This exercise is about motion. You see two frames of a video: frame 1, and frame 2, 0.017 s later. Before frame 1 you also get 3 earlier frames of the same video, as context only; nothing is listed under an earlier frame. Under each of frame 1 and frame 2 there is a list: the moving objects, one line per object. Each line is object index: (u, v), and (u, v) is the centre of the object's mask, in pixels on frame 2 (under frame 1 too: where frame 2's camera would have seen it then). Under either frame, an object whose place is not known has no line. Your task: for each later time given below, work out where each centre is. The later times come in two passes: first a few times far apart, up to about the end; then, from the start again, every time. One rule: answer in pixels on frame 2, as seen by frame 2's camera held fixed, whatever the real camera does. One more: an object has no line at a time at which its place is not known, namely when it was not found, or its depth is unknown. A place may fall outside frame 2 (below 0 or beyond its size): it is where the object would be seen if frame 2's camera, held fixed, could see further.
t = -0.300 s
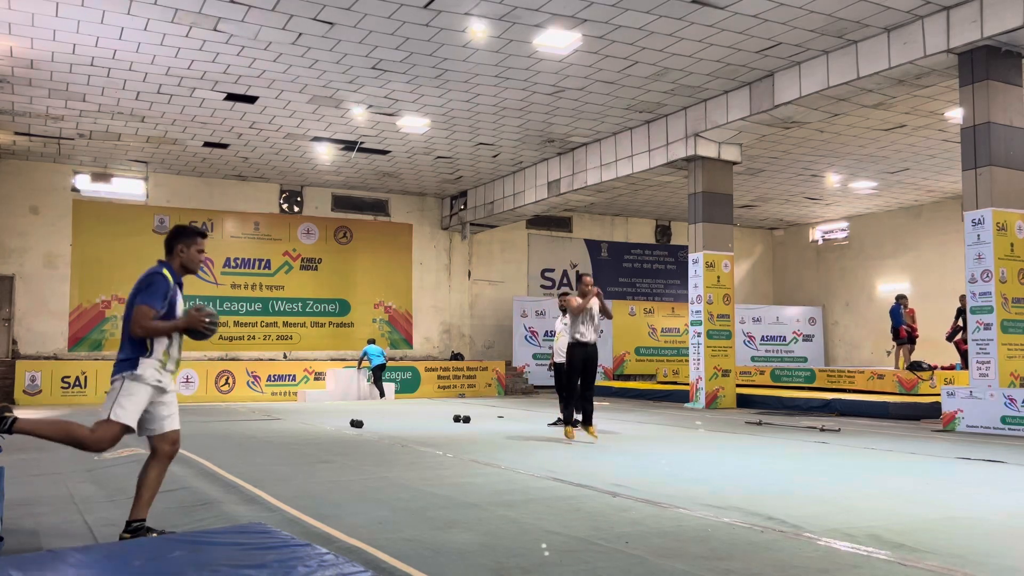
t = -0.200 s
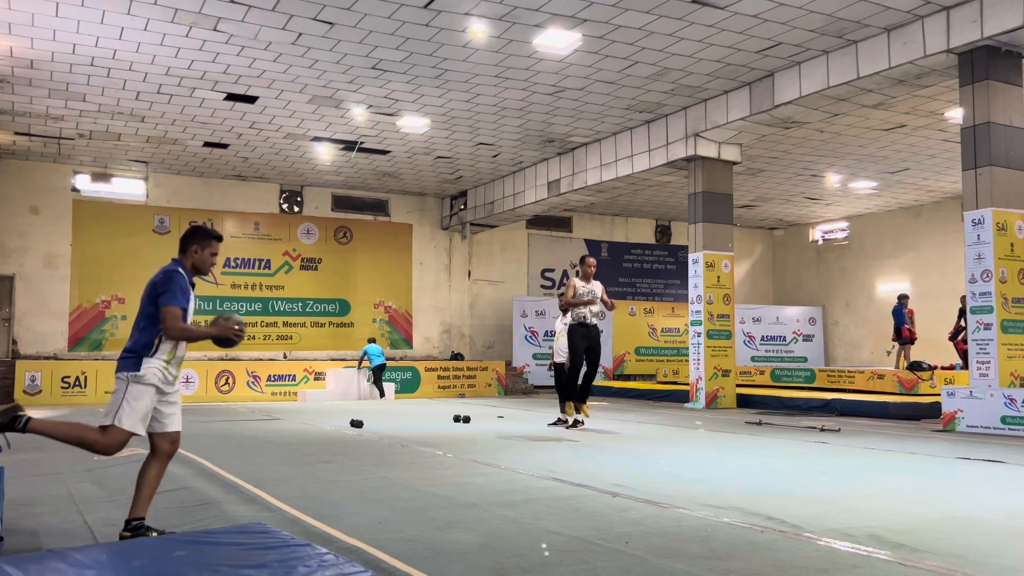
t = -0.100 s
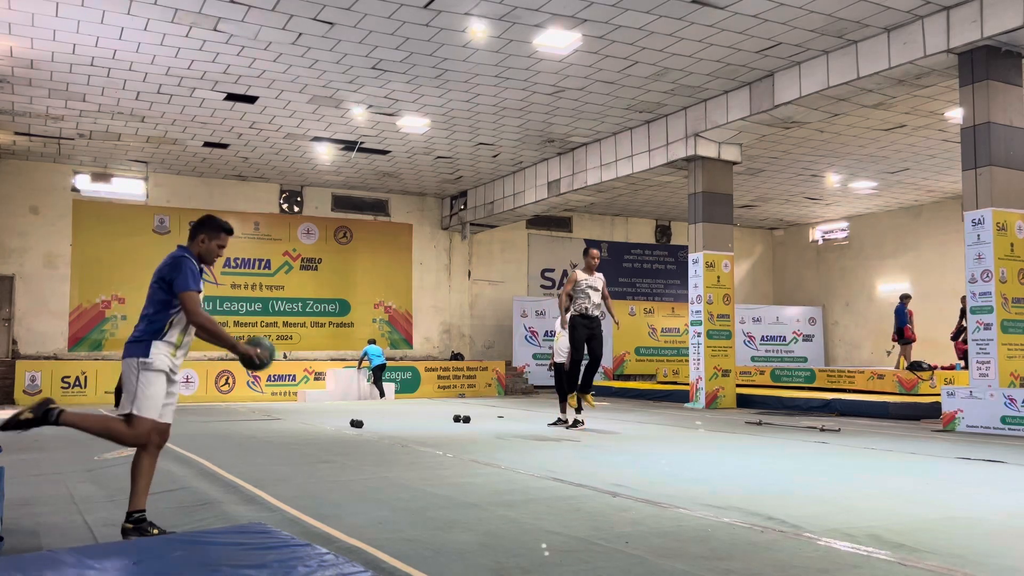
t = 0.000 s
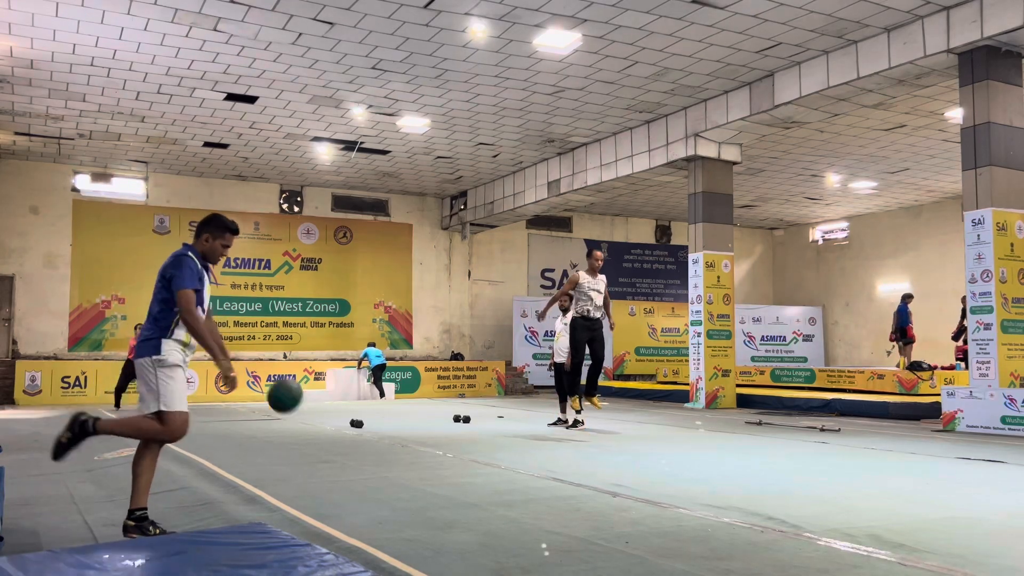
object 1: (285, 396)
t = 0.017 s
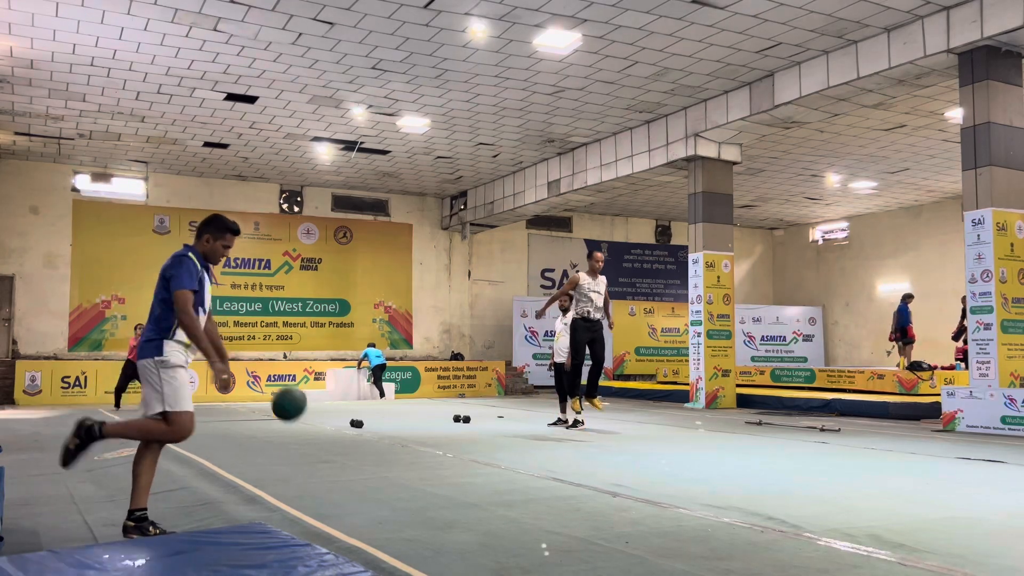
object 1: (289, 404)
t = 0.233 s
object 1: (342, 472)
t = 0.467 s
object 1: (386, 429)
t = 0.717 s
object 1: (429, 487)
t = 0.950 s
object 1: (468, 465)
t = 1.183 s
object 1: (504, 474)
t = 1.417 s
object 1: (536, 479)
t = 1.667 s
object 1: (570, 481)
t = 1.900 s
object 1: (600, 480)
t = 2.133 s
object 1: (627, 479)
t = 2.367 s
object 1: (651, 478)
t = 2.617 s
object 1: (675, 477)
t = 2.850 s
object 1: (694, 477)
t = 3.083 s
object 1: (711, 476)
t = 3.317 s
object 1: (725, 475)
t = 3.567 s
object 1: (739, 474)
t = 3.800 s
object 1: (750, 473)
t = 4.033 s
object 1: (758, 473)
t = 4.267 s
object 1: (766, 472)
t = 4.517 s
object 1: (772, 472)
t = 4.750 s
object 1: (773, 472)
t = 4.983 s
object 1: (771, 472)
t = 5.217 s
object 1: (768, 472)
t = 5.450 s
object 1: (765, 472)
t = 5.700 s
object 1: (764, 473)
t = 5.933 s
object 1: (765, 473)
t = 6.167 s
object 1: (765, 473)
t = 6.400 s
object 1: (766, 473)
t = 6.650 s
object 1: (765, 473)
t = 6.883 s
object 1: (766, 473)
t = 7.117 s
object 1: (766, 473)
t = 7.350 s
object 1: (766, 473)
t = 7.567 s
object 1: (766, 473)
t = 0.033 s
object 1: (293, 413)
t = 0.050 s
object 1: (298, 423)
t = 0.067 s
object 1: (302, 432)
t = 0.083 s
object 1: (307, 442)
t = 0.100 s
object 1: (311, 454)
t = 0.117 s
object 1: (315, 465)
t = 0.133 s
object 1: (320, 477)
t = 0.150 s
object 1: (324, 490)
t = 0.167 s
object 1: (328, 499)
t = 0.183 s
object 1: (331, 494)
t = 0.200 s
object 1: (335, 486)
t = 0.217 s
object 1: (338, 479)
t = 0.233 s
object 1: (342, 472)
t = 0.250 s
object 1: (345, 466)
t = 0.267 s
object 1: (348, 460)
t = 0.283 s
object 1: (352, 455)
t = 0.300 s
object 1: (355, 450)
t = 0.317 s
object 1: (358, 446)
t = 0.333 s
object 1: (361, 442)
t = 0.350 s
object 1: (364, 439)
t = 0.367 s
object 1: (367, 436)
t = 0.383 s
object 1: (370, 434)
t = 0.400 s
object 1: (373, 432)
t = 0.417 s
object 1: (377, 430)
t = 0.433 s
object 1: (380, 429)
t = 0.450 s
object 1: (383, 429)
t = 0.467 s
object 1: (386, 429)
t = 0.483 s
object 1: (389, 430)
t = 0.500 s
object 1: (392, 431)
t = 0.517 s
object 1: (395, 432)
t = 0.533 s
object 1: (397, 434)
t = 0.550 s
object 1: (401, 436)
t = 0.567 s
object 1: (404, 439)
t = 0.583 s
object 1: (406, 442)
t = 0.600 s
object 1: (409, 446)
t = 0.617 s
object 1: (412, 451)
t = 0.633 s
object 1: (415, 455)
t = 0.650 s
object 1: (418, 461)
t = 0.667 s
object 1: (421, 467)
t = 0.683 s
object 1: (424, 473)
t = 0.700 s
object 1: (426, 479)
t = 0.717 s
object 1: (429, 487)
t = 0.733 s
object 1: (432, 490)
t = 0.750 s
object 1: (435, 486)
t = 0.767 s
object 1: (438, 482)
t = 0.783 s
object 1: (441, 478)
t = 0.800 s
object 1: (443, 474)
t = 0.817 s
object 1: (446, 471)
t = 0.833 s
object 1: (449, 469)
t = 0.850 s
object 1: (452, 467)
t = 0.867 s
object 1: (455, 466)
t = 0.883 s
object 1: (457, 465)
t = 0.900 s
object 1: (460, 464)
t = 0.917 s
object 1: (463, 464)
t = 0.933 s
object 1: (465, 465)
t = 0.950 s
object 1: (468, 465)
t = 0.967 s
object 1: (471, 467)
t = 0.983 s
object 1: (473, 468)
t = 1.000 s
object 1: (476, 470)
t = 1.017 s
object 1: (478, 473)
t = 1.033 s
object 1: (481, 477)
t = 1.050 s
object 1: (483, 480)
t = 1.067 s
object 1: (486, 484)
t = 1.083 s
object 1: (489, 487)
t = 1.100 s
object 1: (491, 486)
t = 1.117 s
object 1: (494, 483)
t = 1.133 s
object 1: (496, 480)
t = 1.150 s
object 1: (499, 478)
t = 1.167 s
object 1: (501, 476)
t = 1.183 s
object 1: (504, 474)
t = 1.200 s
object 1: (506, 473)
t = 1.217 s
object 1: (508, 473)
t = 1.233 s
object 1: (511, 473)
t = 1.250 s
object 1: (513, 473)
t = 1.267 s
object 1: (515, 474)
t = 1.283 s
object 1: (518, 475)
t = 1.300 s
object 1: (520, 477)
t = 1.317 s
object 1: (522, 479)
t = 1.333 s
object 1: (525, 482)
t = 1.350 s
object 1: (527, 485)
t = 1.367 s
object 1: (529, 485)
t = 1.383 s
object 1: (532, 483)
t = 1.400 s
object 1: (534, 481)
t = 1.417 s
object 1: (536, 479)
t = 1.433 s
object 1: (539, 478)
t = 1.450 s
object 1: (541, 478)
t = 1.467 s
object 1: (543, 478)
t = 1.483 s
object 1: (545, 478)
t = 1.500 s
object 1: (547, 479)
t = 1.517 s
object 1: (550, 480)
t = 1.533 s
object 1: (552, 482)
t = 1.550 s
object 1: (554, 483)
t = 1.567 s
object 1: (556, 482)
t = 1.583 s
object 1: (559, 481)
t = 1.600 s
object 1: (561, 480)
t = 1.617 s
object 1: (563, 479)
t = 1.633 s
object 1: (565, 479)
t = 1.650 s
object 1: (568, 480)
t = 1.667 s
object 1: (570, 481)
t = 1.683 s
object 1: (572, 482)
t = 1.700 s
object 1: (574, 482)
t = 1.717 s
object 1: (576, 482)
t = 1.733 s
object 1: (579, 481)
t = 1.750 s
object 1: (581, 480)
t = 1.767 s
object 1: (583, 480)
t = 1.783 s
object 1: (585, 481)
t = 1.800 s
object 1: (587, 481)
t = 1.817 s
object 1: (589, 481)
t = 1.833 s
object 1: (592, 480)
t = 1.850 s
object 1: (594, 480)
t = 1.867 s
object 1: (596, 480)
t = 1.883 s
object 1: (598, 480)
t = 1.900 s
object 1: (600, 480)
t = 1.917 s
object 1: (602, 480)
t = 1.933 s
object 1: (604, 480)
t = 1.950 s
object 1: (606, 479)
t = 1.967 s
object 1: (608, 479)
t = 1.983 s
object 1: (610, 480)
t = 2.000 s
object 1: (612, 480)
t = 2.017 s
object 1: (614, 480)
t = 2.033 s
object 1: (616, 480)
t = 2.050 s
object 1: (618, 480)
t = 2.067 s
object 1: (619, 480)
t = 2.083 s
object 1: (621, 480)
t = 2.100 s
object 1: (623, 480)
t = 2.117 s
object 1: (625, 480)
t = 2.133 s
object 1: (627, 479)
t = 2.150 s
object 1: (629, 479)
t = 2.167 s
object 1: (631, 479)
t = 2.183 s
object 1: (633, 479)
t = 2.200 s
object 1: (634, 479)
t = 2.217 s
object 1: (636, 479)
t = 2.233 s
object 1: (638, 478)
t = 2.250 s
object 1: (640, 478)
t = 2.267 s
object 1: (641, 478)
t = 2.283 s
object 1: (643, 478)
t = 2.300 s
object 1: (645, 478)
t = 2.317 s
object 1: (646, 478)
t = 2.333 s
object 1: (648, 478)
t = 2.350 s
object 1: (650, 478)
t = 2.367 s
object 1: (651, 478)
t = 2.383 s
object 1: (653, 478)
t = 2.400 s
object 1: (655, 478)
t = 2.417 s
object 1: (656, 478)
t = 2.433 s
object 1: (658, 478)
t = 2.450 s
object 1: (659, 478)
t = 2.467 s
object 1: (661, 478)
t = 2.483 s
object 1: (662, 478)
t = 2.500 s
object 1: (664, 478)
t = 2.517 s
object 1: (666, 478)
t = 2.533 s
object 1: (667, 478)
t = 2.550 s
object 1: (669, 477)
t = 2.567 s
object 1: (670, 477)
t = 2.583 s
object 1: (672, 477)
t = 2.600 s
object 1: (673, 477)
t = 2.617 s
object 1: (675, 477)
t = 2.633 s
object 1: (676, 477)
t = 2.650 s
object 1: (678, 477)
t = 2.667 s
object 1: (679, 477)
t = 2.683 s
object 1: (680, 477)
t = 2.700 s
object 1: (682, 477)
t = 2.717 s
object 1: (683, 477)
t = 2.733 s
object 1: (684, 477)
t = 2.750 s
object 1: (686, 477)
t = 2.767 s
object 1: (687, 477)
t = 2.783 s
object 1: (689, 477)
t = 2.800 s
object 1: (690, 477)
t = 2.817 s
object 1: (691, 477)
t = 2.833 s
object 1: (693, 477)
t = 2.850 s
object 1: (694, 477)
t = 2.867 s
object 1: (695, 477)
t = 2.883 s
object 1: (697, 477)
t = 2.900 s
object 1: (698, 477)
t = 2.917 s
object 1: (699, 477)
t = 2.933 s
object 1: (701, 477)
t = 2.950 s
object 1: (702, 477)
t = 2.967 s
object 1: (703, 476)
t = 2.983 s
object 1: (704, 476)
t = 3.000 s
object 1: (706, 476)
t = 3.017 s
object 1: (707, 476)
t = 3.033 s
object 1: (708, 476)
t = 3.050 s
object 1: (709, 476)
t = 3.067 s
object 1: (710, 476)
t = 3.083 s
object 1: (711, 476)
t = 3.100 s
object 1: (712, 476)
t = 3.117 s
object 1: (714, 475)
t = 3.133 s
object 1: (715, 475)
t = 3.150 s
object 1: (716, 475)
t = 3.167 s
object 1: (717, 475)
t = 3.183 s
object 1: (718, 475)
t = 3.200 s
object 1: (719, 475)
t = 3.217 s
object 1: (720, 475)
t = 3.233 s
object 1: (721, 475)
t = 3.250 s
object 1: (722, 475)
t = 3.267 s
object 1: (723, 475)
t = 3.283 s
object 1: (723, 475)
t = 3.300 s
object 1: (724, 475)
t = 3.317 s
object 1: (725, 475)
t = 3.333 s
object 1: (726, 475)
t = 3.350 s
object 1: (727, 475)
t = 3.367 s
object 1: (728, 475)
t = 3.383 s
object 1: (729, 475)
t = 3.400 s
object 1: (730, 475)
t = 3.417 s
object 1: (731, 475)
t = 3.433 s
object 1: (732, 475)
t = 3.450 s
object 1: (733, 475)
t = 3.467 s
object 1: (734, 475)
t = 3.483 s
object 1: (735, 475)
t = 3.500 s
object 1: (736, 475)
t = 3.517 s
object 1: (737, 475)
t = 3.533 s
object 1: (737, 474)
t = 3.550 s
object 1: (738, 474)
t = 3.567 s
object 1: (739, 474)
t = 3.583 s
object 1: (740, 474)
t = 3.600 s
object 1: (741, 474)
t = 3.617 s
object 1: (742, 474)
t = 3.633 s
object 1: (742, 474)
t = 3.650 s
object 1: (743, 474)
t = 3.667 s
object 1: (744, 474)
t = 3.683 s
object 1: (745, 474)
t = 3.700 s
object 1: (745, 473)
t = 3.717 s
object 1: (746, 474)
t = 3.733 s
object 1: (747, 473)
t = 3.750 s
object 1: (748, 474)
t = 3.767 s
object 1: (748, 473)
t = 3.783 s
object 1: (749, 473)
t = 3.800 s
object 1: (750, 473)
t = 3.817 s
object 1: (750, 473)
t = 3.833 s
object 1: (751, 473)
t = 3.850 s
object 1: (751, 473)
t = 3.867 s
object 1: (752, 473)
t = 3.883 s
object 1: (753, 473)
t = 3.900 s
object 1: (753, 473)
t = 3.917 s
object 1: (754, 473)
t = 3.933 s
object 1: (754, 473)
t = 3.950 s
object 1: (755, 473)
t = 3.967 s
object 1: (755, 473)
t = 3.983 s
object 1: (756, 473)
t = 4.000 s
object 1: (757, 473)
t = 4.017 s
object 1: (757, 473)
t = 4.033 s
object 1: (758, 473)
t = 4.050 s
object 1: (758, 473)
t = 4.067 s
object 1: (759, 472)
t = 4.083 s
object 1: (759, 472)
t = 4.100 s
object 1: (760, 472)
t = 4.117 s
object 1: (760, 472)
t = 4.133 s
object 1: (761, 472)
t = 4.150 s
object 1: (761, 473)
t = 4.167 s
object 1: (762, 472)
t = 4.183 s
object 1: (763, 473)
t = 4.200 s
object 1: (763, 472)
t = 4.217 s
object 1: (764, 473)
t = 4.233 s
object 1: (764, 473)
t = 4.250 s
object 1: (765, 473)
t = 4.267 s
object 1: (766, 472)
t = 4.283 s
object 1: (766, 472)
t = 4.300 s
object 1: (767, 472)
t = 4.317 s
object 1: (767, 472)
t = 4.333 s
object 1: (768, 472)
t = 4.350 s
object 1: (768, 472)
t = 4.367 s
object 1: (768, 472)
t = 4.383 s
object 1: (769, 472)
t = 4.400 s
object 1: (769, 472)
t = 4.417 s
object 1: (770, 472)
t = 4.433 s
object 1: (770, 472)
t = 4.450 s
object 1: (770, 472)
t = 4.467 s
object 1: (771, 472)
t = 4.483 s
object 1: (771, 472)
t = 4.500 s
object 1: (771, 472)
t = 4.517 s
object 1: (772, 472)
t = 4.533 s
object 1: (772, 472)
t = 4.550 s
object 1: (772, 472)
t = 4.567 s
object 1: (772, 472)
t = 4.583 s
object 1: (772, 472)
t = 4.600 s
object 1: (772, 472)
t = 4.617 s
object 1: (772, 472)
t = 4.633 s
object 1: (773, 472)
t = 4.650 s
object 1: (773, 472)
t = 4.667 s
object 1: (773, 472)
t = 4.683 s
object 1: (773, 472)
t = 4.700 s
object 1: (773, 472)
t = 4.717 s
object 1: (773, 472)
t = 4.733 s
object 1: (773, 472)
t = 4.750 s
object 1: (773, 472)
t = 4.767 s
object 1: (773, 472)
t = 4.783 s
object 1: (773, 472)
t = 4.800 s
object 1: (773, 472)
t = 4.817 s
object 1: (773, 472)
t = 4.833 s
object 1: (773, 472)
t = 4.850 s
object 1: (772, 472)
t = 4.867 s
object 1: (772, 472)
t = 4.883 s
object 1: (772, 472)
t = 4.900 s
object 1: (772, 472)
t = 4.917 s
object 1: (772, 472)
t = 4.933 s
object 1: (772, 472)
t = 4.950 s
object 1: (772, 472)
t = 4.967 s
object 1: (771, 472)
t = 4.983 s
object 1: (771, 472)
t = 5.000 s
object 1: (771, 472)
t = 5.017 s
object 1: (771, 472)
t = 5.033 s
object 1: (771, 472)
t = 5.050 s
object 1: (770, 472)
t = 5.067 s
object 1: (770, 472)
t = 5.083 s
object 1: (770, 472)
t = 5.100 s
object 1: (770, 472)
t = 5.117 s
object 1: (770, 472)
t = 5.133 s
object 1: (769, 472)
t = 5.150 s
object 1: (769, 472)
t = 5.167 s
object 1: (769, 472)
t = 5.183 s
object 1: (769, 472)
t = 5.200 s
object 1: (768, 472)
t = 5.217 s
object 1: (768, 472)
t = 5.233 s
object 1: (768, 472)
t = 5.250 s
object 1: (768, 472)
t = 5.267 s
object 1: (768, 472)
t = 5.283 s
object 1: (767, 472)
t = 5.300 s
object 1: (767, 472)
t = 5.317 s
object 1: (767, 472)
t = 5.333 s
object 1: (767, 472)
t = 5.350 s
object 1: (766, 472)
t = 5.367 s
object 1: (766, 472)
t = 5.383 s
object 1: (766, 472)
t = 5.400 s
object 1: (766, 472)
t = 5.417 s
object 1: (766, 472)
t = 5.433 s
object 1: (765, 472)
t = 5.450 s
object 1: (765, 472)
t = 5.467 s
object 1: (765, 472)
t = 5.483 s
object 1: (765, 472)
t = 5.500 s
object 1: (765, 472)
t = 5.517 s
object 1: (765, 472)
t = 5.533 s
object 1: (765, 473)
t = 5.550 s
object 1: (764, 473)
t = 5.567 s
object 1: (764, 473)
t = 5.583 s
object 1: (764, 473)
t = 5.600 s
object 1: (764, 473)
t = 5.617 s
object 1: (764, 473)
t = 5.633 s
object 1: (764, 473)
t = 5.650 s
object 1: (764, 473)
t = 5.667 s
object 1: (764, 473)
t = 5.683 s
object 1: (764, 473)
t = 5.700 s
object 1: (764, 473)
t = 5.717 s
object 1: (764, 473)
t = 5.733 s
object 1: (764, 473)
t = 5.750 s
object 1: (764, 473)
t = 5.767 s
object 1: (764, 473)
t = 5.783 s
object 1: (764, 473)
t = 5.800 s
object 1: (764, 473)
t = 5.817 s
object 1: (764, 473)
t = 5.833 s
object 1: (764, 473)
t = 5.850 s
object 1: (764, 473)
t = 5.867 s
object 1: (764, 473)
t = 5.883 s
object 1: (764, 473)
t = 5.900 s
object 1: (764, 473)
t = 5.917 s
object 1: (764, 473)
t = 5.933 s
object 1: (765, 473)
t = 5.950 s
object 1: (765, 473)
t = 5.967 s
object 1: (765, 473)
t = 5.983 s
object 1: (765, 473)
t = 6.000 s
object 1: (765, 473)
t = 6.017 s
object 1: (765, 473)
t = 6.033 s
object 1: (765, 473)
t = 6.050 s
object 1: (765, 473)
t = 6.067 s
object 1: (765, 473)
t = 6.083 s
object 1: (765, 473)
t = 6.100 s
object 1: (765, 473)
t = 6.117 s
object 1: (765, 473)
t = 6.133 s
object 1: (765, 473)
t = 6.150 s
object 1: (765, 473)
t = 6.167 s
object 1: (765, 473)
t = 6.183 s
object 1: (765, 473)
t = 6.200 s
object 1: (765, 473)
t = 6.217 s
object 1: (765, 473)
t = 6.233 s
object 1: (765, 473)
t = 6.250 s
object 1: (765, 473)
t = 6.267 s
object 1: (766, 473)
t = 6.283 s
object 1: (766, 473)
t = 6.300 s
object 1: (766, 473)
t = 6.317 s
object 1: (766, 473)
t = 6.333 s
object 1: (766, 473)
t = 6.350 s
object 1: (766, 473)
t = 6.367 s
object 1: (766, 473)
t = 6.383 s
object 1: (766, 473)
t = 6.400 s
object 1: (766, 473)
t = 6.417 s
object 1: (766, 473)
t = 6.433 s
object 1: (766, 473)
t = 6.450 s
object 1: (766, 473)
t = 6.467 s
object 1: (766, 473)
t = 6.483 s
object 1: (766, 473)
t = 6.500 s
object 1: (766, 473)
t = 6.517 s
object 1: (766, 473)
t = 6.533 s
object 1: (766, 473)
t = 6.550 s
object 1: (765, 473)
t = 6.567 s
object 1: (766, 473)
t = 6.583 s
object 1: (766, 473)
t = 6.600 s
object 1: (765, 473)
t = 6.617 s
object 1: (765, 473)
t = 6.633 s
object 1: (765, 473)
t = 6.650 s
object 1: (765, 473)
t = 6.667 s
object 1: (765, 473)
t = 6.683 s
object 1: (765, 473)
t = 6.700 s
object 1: (765, 473)
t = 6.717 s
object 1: (765, 473)
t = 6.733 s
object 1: (766, 473)
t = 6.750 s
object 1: (766, 473)
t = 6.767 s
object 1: (766, 473)
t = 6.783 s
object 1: (766, 473)
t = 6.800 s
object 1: (766, 473)
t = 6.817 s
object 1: (766, 473)
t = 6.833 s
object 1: (766, 473)
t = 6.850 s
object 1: (766, 473)
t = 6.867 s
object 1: (766, 473)
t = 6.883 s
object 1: (766, 473)
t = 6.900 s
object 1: (766, 473)
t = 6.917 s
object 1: (766, 473)
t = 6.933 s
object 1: (766, 473)
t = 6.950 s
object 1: (766, 473)
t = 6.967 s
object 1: (766, 473)
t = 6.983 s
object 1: (765, 473)
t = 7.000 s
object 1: (766, 473)
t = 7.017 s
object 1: (766, 473)
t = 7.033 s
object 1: (766, 473)
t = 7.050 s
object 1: (766, 473)
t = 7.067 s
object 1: (766, 473)
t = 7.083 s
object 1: (765, 473)
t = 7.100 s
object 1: (766, 473)
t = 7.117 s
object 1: (766, 473)
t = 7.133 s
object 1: (766, 473)
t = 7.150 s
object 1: (766, 473)
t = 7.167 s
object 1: (766, 473)
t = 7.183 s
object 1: (766, 473)
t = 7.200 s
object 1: (766, 473)
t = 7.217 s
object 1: (765, 473)
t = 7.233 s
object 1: (766, 473)
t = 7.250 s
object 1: (766, 473)
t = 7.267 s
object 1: (766, 473)
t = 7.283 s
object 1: (766, 473)
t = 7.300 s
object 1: (766, 473)
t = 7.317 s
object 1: (766, 473)
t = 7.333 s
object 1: (766, 473)
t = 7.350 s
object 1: (766, 473)
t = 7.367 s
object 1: (766, 473)
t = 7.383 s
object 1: (766, 473)
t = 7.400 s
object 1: (766, 473)
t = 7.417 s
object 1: (766, 473)
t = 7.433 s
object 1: (766, 473)
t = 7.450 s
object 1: (766, 473)
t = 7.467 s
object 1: (766, 473)
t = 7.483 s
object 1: (766, 473)
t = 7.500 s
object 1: (766, 473)
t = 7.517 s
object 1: (766, 473)
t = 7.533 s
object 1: (766, 473)
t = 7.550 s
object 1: (766, 473)
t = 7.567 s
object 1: (766, 473)
